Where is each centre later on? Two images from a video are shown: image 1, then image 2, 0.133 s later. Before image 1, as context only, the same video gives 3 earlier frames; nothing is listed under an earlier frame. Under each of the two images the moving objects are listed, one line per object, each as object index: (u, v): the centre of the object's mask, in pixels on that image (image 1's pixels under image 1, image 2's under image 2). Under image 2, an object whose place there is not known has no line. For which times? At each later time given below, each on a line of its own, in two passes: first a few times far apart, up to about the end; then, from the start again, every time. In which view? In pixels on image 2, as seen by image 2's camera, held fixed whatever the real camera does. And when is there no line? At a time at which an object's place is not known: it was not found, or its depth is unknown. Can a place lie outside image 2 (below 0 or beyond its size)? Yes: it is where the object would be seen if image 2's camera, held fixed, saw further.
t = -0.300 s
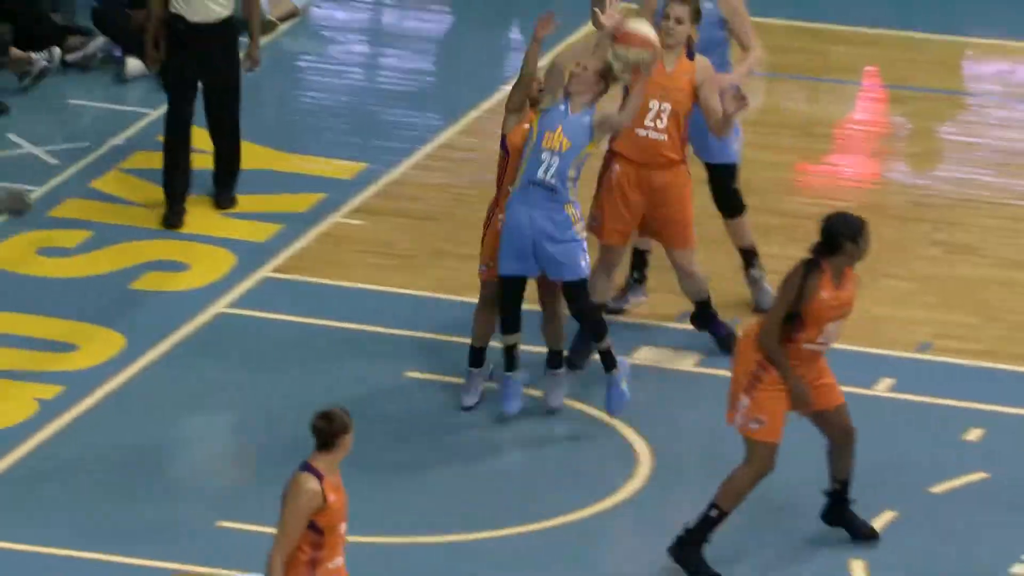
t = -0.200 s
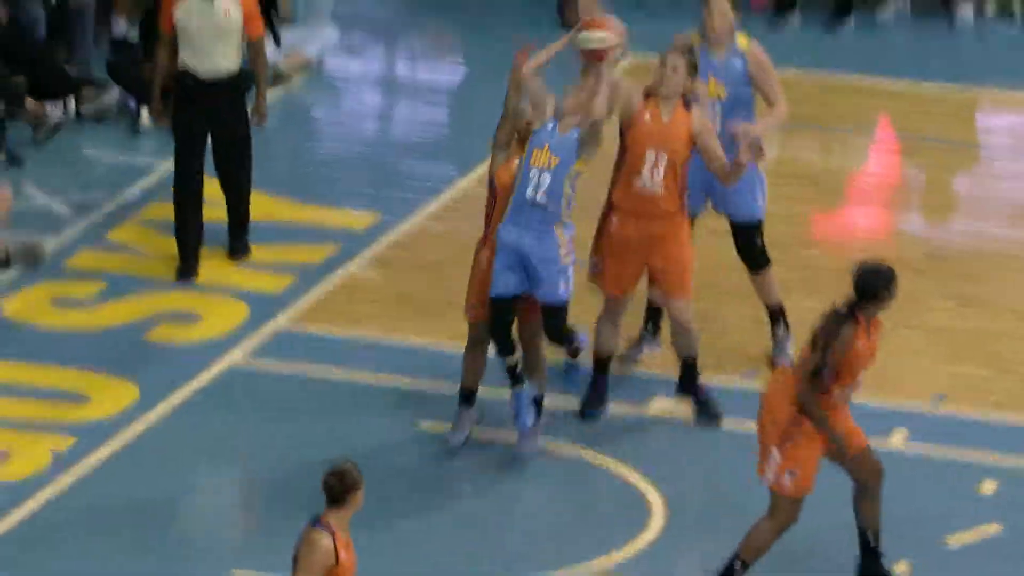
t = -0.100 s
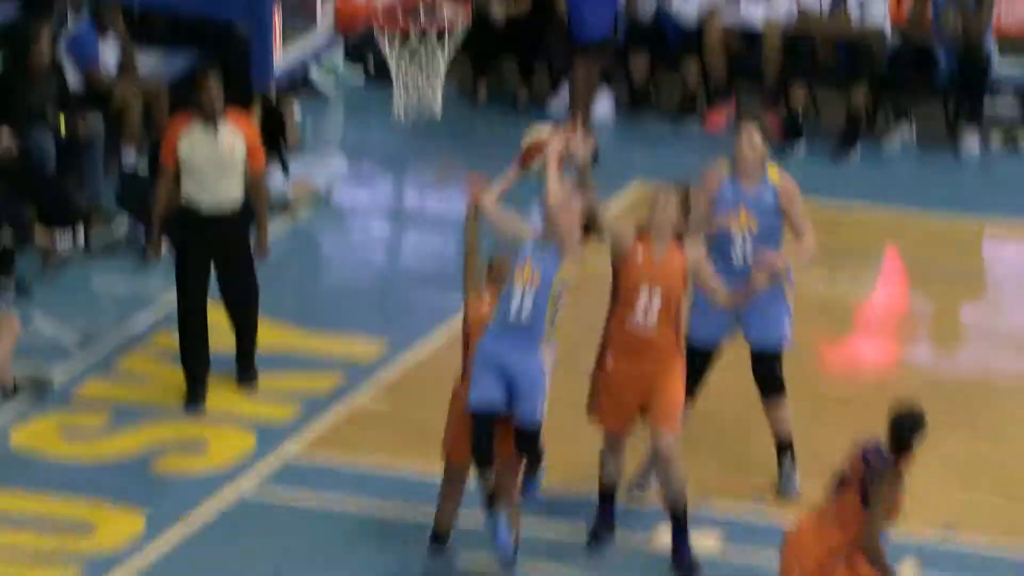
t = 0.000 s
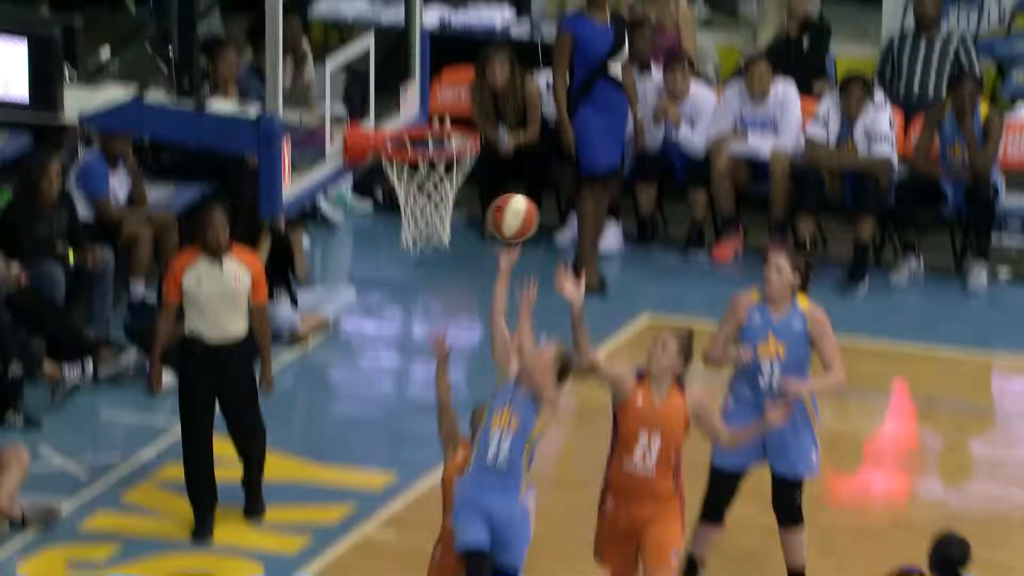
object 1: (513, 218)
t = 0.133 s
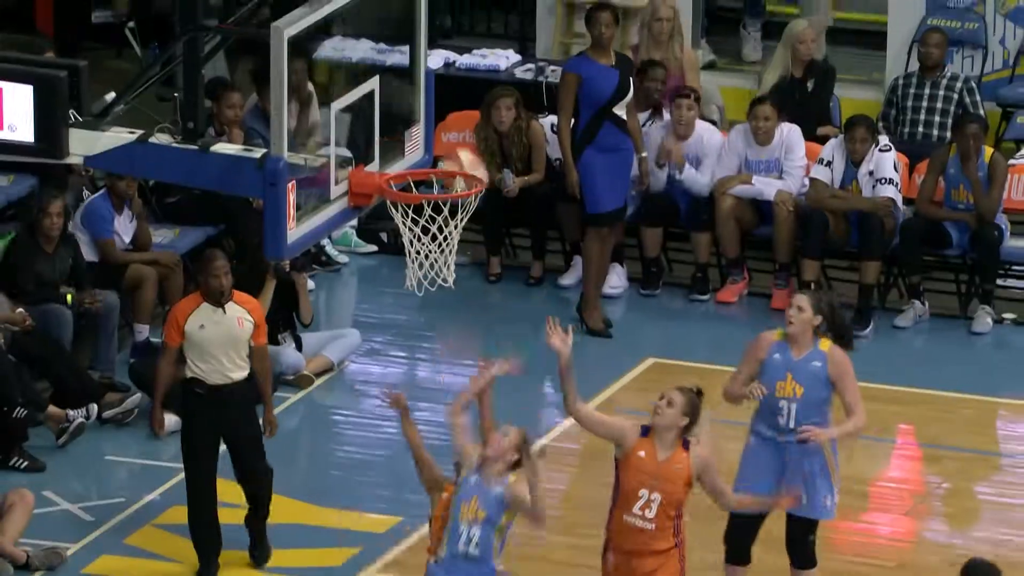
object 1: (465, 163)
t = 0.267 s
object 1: (398, 120)
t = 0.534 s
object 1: (426, 165)
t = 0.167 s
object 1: (442, 149)
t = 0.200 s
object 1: (425, 138)
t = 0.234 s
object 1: (412, 128)
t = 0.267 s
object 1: (398, 120)
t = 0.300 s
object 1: (388, 116)
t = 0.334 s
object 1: (395, 114)
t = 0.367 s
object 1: (400, 115)
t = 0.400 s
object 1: (404, 119)
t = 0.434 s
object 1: (409, 125)
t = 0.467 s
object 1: (412, 133)
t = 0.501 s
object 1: (420, 150)
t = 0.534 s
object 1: (426, 165)
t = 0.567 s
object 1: (429, 170)
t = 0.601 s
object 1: (433, 164)
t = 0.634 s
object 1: (436, 161)
